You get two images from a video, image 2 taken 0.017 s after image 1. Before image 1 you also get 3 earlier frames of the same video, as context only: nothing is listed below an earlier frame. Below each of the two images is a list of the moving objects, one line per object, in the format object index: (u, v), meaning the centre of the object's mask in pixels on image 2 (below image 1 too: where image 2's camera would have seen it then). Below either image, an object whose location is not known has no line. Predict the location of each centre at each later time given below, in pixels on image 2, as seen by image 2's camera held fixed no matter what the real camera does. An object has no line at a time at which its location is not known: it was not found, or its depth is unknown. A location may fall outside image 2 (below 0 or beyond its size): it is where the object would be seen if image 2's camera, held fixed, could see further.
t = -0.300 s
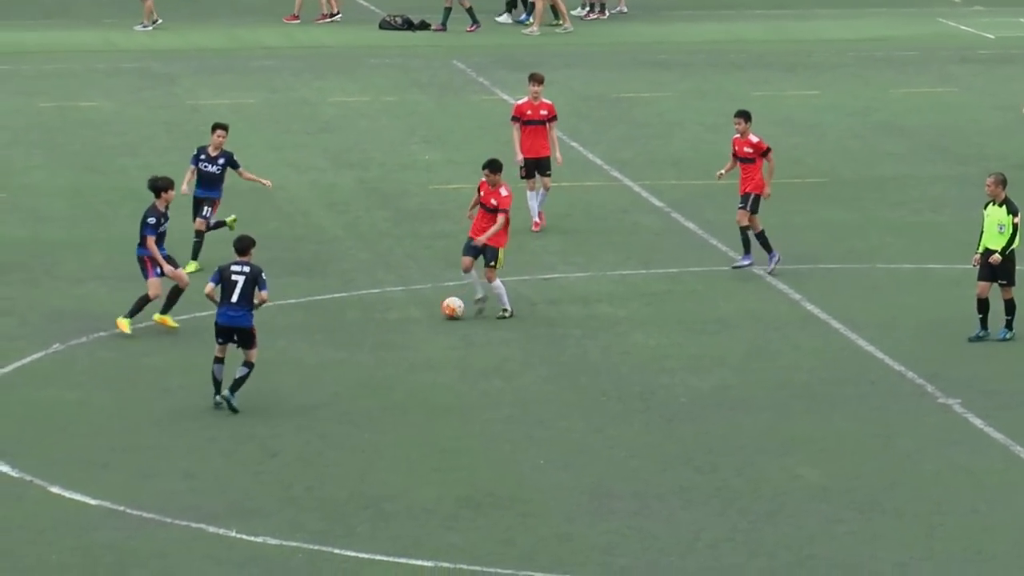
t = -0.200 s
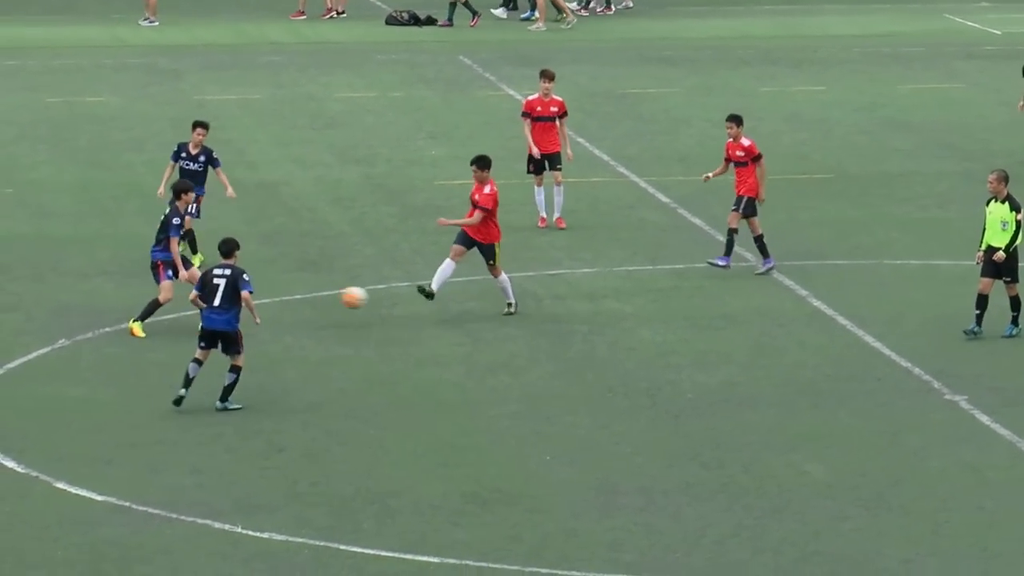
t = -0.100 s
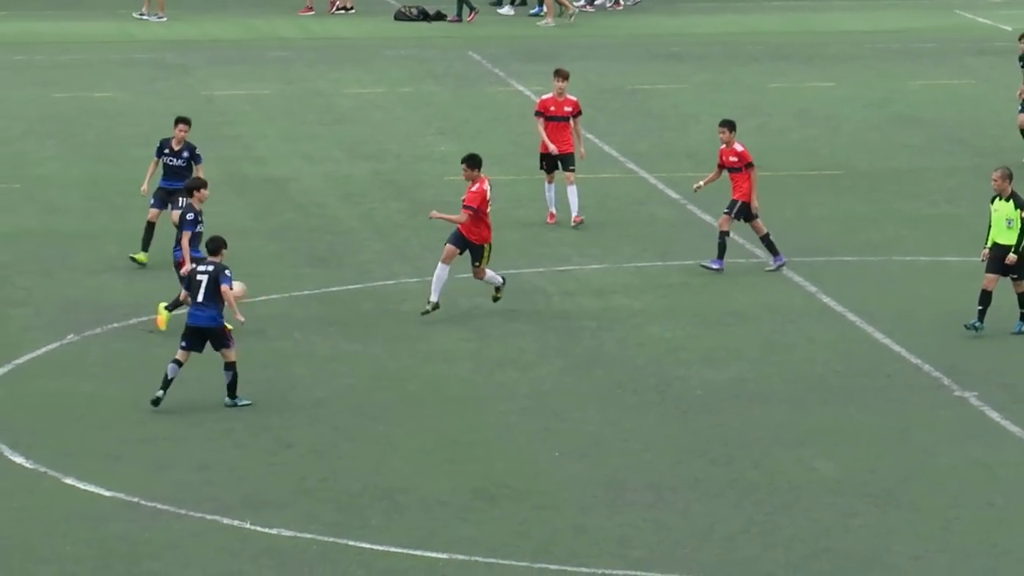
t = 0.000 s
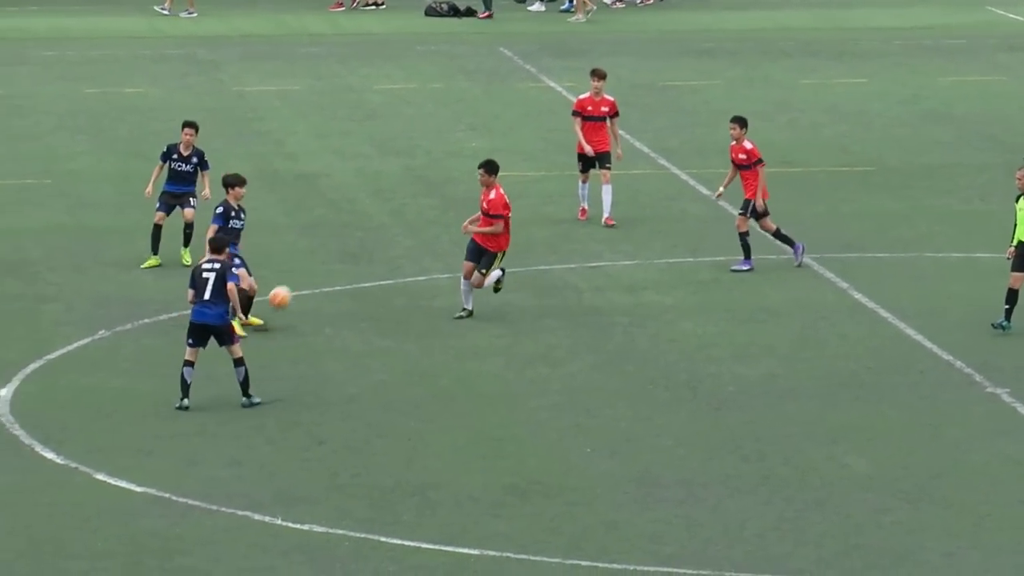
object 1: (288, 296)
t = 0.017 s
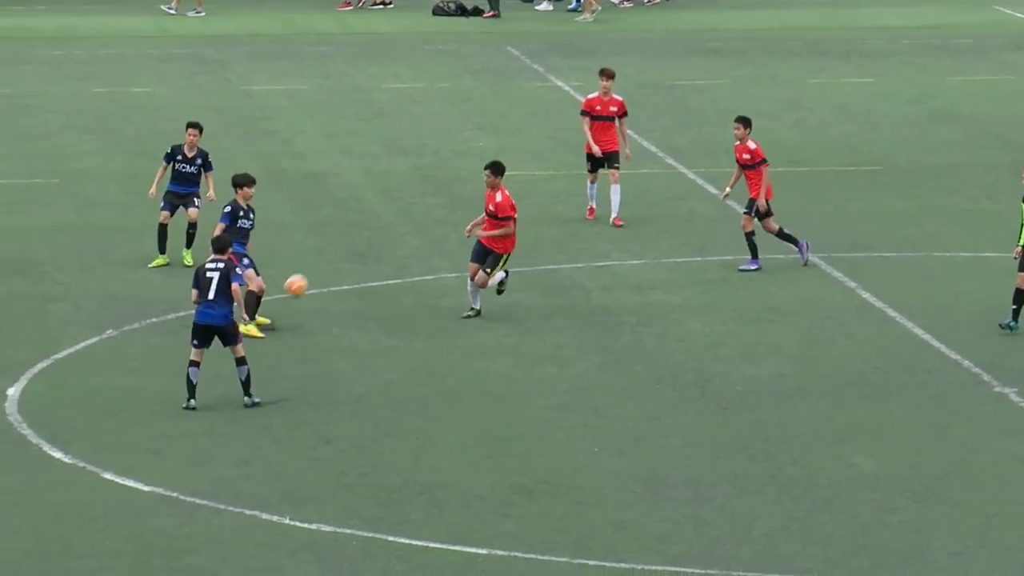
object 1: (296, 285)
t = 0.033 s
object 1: (304, 274)
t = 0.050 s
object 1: (312, 264)
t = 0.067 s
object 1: (321, 254)
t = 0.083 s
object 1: (329, 245)
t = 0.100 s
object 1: (338, 236)
